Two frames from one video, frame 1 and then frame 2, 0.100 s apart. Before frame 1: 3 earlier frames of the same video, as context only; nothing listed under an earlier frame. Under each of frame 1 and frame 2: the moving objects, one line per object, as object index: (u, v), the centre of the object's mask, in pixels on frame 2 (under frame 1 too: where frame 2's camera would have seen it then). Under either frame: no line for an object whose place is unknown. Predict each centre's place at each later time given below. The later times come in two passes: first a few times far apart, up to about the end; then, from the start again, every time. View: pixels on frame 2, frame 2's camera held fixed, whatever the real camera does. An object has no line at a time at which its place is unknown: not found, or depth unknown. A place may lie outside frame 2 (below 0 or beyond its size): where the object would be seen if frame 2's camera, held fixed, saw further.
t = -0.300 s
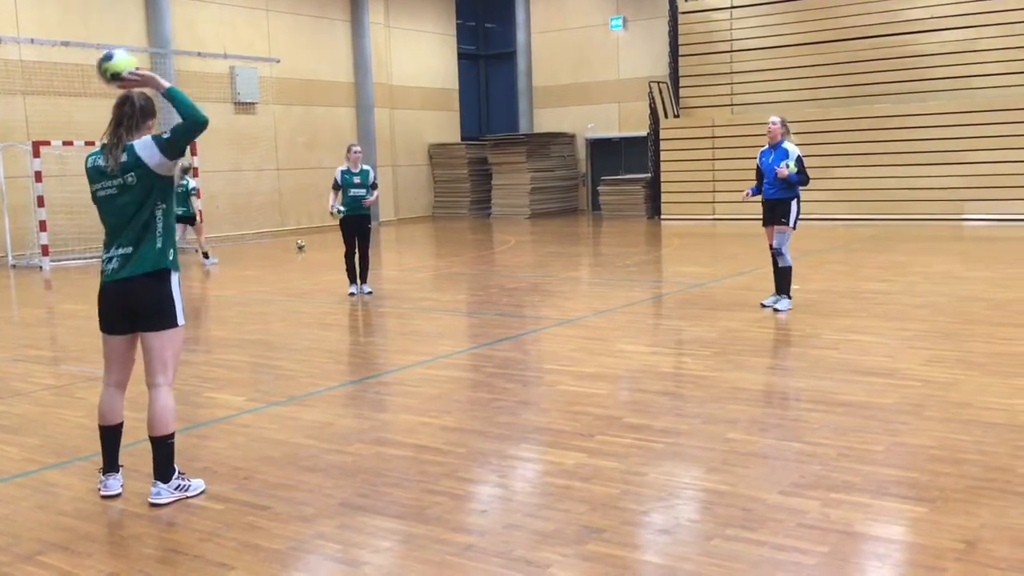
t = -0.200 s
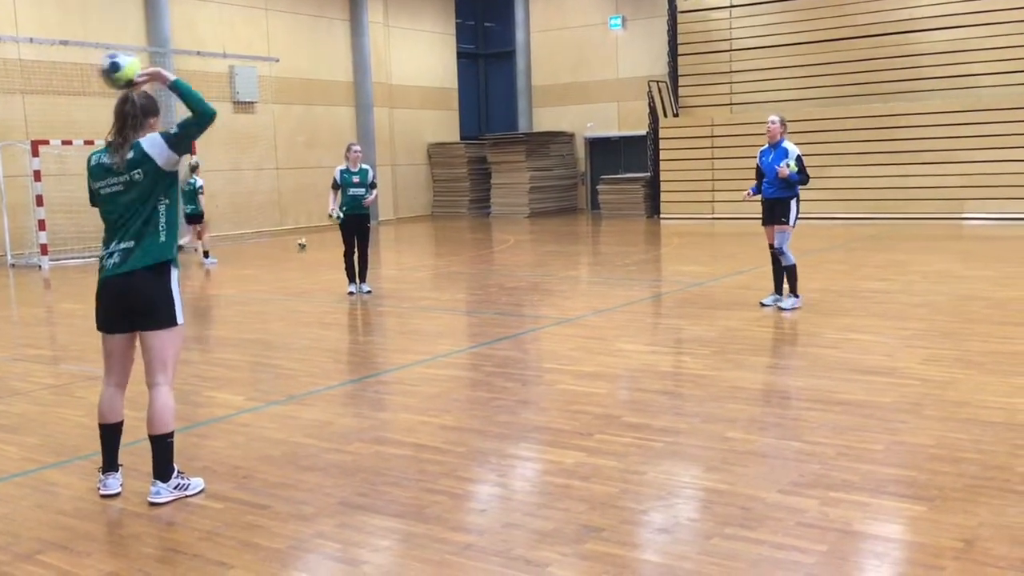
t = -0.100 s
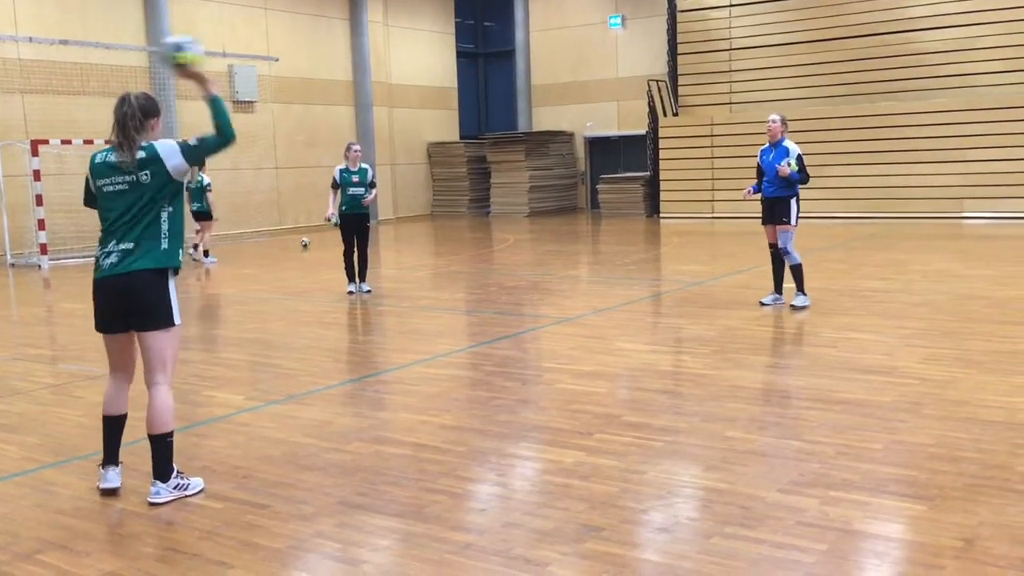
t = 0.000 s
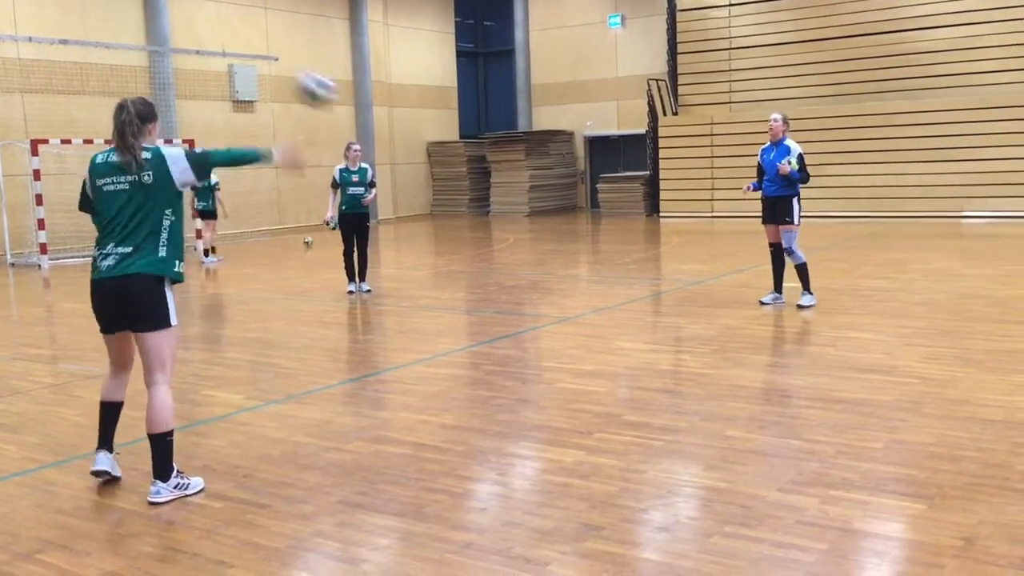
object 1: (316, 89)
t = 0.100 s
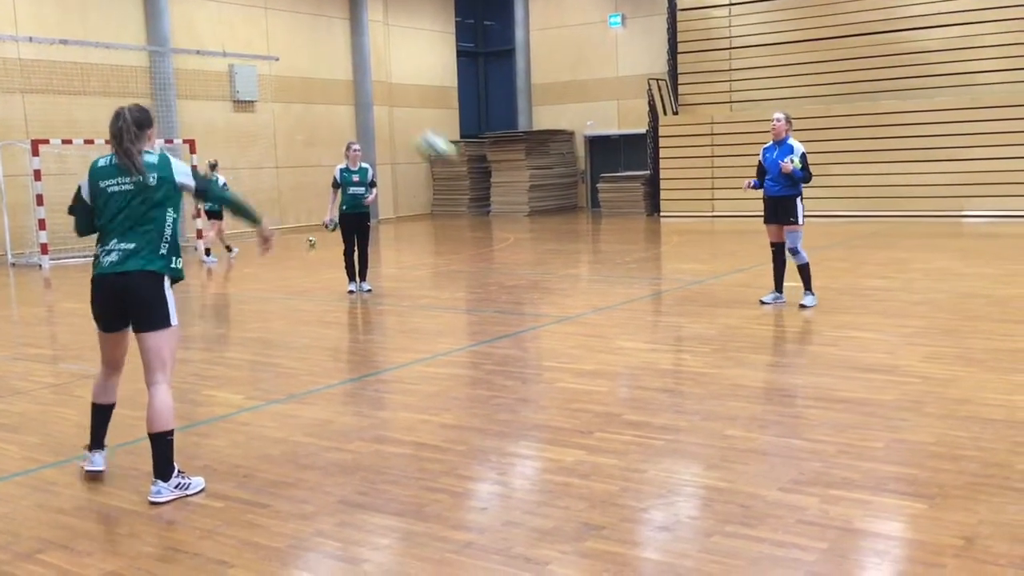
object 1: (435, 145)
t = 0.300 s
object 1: (599, 265)
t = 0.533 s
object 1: (690, 259)
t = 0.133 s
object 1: (469, 166)
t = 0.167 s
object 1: (498, 186)
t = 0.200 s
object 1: (526, 207)
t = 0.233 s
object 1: (554, 225)
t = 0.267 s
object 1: (576, 245)
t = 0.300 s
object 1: (599, 265)
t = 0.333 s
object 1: (620, 284)
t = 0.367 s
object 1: (641, 304)
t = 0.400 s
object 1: (658, 323)
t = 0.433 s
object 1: (667, 308)
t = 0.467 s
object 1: (674, 291)
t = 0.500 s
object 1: (683, 274)
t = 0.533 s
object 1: (690, 259)
